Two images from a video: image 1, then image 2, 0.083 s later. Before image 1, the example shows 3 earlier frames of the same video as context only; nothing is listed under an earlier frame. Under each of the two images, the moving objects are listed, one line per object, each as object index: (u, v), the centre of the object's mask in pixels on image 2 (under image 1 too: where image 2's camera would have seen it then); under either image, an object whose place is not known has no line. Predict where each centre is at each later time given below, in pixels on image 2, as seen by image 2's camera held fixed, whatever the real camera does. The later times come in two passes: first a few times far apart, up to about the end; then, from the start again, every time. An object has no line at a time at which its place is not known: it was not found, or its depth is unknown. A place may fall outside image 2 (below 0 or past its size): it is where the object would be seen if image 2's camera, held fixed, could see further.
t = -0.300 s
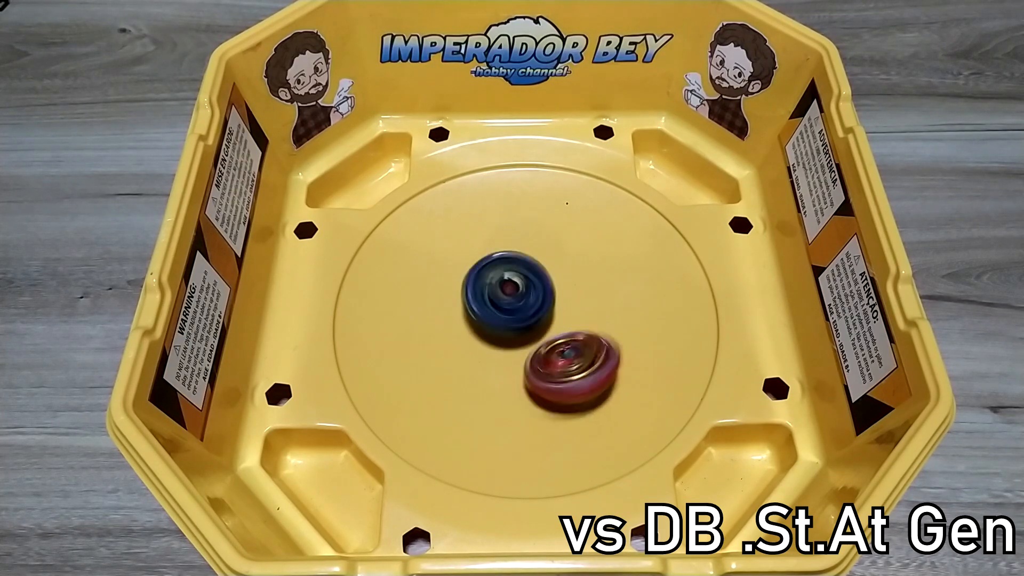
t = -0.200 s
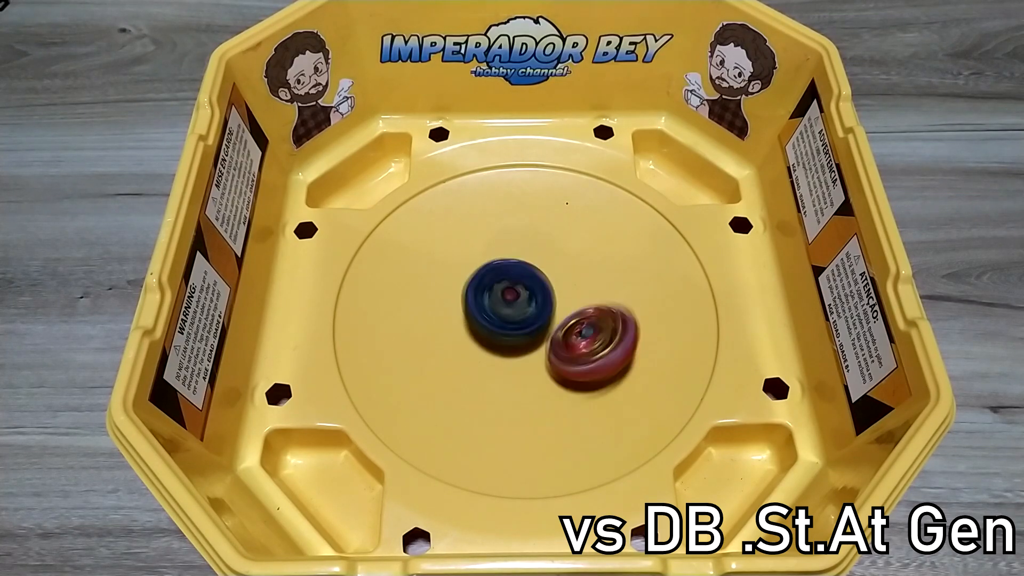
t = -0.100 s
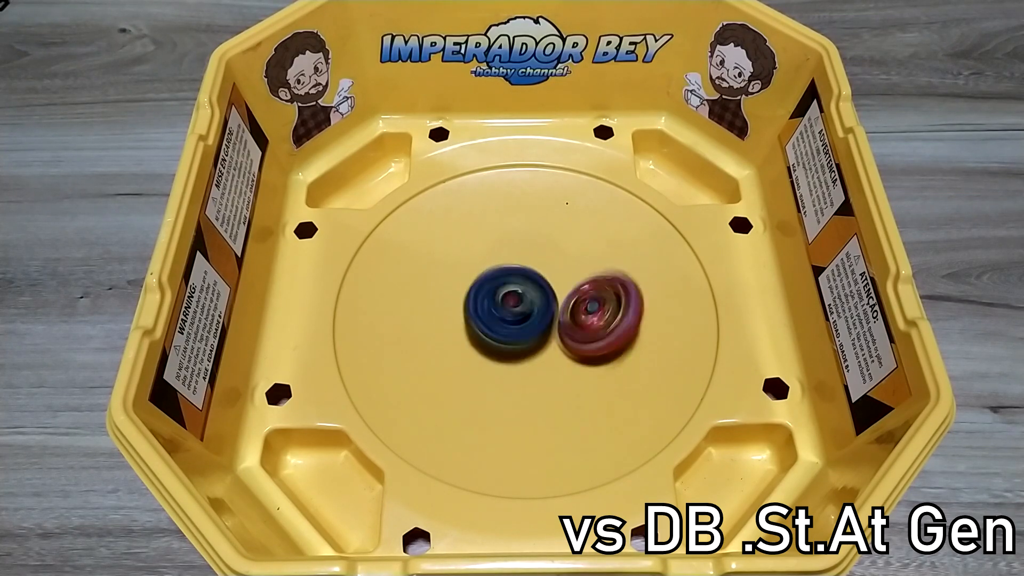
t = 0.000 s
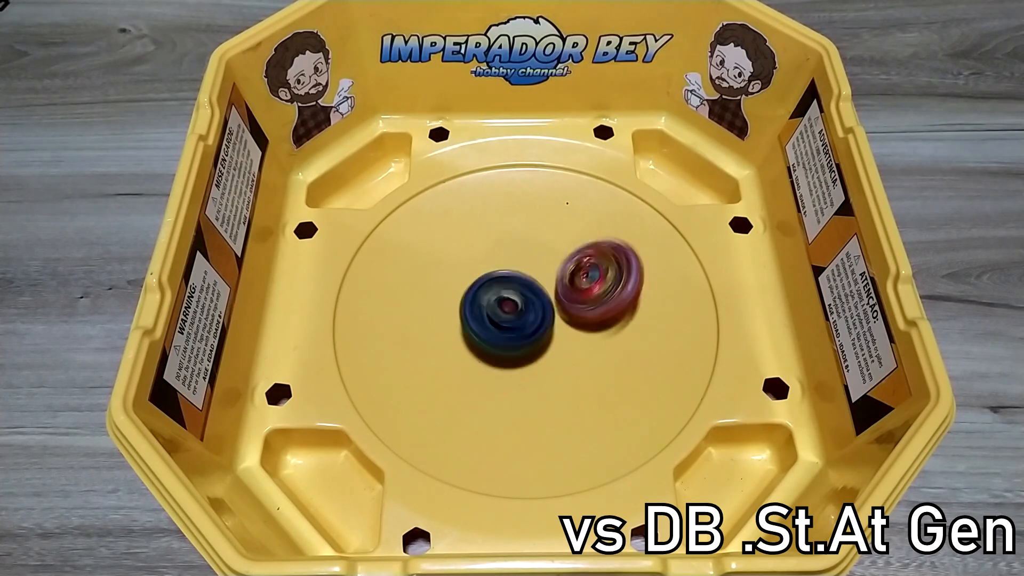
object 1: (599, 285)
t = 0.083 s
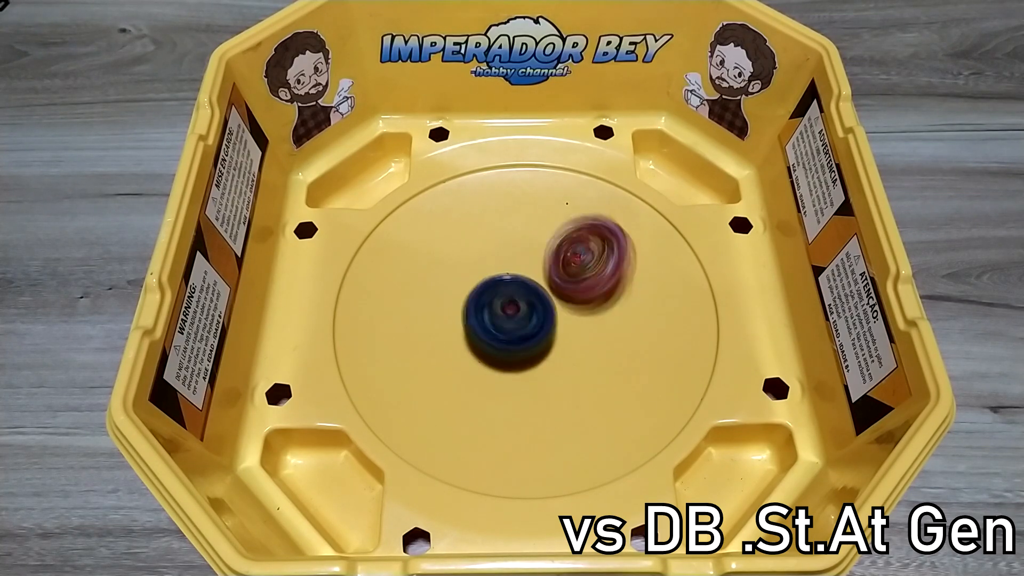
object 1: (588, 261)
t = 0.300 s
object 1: (544, 238)
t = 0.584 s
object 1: (466, 272)
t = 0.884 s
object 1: (457, 326)
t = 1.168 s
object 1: (504, 369)
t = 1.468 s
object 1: (550, 361)
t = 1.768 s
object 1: (563, 349)
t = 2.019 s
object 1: (566, 344)
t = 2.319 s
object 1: (565, 344)
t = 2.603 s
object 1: (567, 343)
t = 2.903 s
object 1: (567, 343)
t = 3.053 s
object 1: (567, 343)
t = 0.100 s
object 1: (585, 259)
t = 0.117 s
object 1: (582, 254)
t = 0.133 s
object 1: (579, 253)
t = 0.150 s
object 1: (576, 250)
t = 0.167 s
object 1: (575, 249)
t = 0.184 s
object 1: (571, 246)
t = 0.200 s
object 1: (567, 245)
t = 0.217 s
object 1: (563, 243)
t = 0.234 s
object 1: (560, 242)
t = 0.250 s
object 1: (556, 240)
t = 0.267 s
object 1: (552, 240)
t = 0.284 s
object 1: (549, 238)
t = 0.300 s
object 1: (544, 238)
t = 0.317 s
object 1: (541, 238)
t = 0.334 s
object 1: (536, 238)
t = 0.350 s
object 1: (532, 237)
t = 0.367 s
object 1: (526, 238)
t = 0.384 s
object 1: (522, 239)
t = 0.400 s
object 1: (517, 240)
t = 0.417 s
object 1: (512, 242)
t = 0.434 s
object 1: (507, 244)
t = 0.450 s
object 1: (502, 247)
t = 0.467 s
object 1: (496, 250)
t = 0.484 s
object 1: (490, 253)
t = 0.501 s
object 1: (486, 256)
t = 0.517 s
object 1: (483, 258)
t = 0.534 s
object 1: (477, 263)
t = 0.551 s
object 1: (472, 266)
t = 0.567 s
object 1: (468, 270)
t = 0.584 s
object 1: (466, 272)
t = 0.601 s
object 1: (461, 279)
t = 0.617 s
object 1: (458, 281)
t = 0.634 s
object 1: (456, 286)
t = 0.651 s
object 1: (456, 287)
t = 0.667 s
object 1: (453, 292)
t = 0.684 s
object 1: (450, 294)
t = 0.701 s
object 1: (449, 299)
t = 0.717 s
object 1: (448, 300)
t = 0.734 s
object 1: (446, 306)
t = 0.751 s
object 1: (447, 307)
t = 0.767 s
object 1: (447, 312)
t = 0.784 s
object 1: (447, 313)
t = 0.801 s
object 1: (449, 314)
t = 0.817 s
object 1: (450, 319)
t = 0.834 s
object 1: (451, 322)
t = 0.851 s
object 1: (452, 323)
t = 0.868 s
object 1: (455, 326)
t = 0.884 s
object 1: (457, 326)
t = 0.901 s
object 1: (461, 328)
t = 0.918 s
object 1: (462, 332)
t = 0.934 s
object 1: (465, 336)
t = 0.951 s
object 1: (466, 338)
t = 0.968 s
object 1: (469, 342)
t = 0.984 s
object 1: (472, 344)
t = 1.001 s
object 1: (475, 348)
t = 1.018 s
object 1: (478, 350)
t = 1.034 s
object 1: (481, 351)
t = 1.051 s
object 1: (484, 354)
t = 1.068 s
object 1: (487, 356)
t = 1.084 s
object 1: (489, 358)
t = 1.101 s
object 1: (492, 362)
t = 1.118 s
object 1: (495, 364)
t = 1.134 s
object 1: (498, 368)
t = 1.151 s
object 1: (501, 368)
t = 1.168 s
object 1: (504, 369)
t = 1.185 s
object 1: (507, 369)
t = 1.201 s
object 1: (511, 369)
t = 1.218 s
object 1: (514, 369)
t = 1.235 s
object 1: (517, 368)
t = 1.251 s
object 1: (521, 368)
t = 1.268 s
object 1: (522, 369)
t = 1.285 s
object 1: (526, 365)
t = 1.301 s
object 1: (527, 364)
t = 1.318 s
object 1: (530, 364)
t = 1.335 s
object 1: (534, 366)
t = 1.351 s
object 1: (538, 368)
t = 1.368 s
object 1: (539, 367)
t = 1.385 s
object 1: (542, 367)
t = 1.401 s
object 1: (544, 366)
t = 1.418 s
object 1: (546, 365)
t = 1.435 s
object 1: (547, 364)
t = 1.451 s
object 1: (549, 362)
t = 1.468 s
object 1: (550, 361)
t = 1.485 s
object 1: (551, 361)
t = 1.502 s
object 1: (552, 360)
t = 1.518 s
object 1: (554, 359)
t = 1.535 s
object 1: (555, 357)
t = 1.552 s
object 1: (557, 357)
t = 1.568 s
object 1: (559, 354)
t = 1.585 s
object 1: (561, 353)
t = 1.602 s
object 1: (562, 352)
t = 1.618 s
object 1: (562, 352)
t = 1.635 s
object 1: (562, 352)
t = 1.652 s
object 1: (563, 352)
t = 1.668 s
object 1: (563, 351)
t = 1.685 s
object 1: (564, 351)
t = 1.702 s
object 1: (564, 351)
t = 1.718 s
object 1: (563, 351)
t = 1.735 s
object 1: (563, 350)
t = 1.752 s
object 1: (563, 350)
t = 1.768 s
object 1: (563, 349)
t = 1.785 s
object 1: (564, 350)
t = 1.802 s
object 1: (564, 350)
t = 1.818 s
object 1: (564, 349)
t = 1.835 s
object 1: (563, 349)
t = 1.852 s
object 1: (563, 348)
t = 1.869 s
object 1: (562, 348)
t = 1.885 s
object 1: (562, 347)
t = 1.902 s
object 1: (562, 347)
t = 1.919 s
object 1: (561, 346)
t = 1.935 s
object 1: (562, 346)
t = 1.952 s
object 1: (563, 345)
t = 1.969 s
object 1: (564, 345)
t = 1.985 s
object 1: (565, 344)
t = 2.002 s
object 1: (566, 344)
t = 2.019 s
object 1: (566, 344)
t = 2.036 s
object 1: (565, 344)
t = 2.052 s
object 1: (565, 344)
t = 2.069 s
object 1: (565, 344)
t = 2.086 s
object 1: (565, 344)
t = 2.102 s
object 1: (565, 344)
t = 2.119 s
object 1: (565, 344)
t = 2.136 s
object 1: (565, 344)
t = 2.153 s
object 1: (565, 344)
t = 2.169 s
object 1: (565, 344)
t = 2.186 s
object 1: (565, 344)
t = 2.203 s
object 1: (565, 344)
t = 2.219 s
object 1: (565, 344)
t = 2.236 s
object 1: (565, 344)
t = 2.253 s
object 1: (565, 344)
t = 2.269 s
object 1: (565, 344)
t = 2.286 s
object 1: (565, 344)
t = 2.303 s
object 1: (565, 344)
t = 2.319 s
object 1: (565, 344)
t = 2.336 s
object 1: (565, 344)
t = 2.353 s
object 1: (565, 344)
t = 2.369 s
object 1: (565, 344)
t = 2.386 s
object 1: (565, 344)
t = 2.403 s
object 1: (565, 344)
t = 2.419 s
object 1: (567, 344)
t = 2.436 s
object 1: (567, 344)
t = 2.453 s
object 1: (567, 344)
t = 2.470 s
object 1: (567, 344)
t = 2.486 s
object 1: (567, 343)
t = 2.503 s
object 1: (567, 343)
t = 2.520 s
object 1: (567, 344)
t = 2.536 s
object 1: (567, 344)
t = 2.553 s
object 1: (567, 344)
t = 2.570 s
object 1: (567, 343)
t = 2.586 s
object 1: (567, 343)
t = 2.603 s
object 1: (567, 343)
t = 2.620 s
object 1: (566, 343)
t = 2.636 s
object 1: (566, 343)
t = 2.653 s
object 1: (566, 343)
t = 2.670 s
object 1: (567, 343)
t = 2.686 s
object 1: (567, 343)
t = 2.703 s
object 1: (566, 343)
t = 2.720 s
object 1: (566, 343)
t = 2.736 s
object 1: (566, 343)
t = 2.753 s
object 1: (566, 343)
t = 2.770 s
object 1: (566, 343)
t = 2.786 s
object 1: (566, 343)
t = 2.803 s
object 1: (566, 343)
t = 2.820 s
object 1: (566, 343)
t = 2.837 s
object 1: (566, 343)
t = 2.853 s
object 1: (567, 343)
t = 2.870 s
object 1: (567, 343)
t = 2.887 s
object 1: (567, 343)
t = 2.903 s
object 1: (567, 343)
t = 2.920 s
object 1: (567, 343)
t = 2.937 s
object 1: (567, 343)
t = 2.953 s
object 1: (567, 343)
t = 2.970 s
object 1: (567, 343)
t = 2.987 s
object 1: (567, 343)
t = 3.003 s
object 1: (567, 343)
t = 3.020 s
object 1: (567, 343)
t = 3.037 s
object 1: (567, 343)
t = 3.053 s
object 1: (567, 343)
